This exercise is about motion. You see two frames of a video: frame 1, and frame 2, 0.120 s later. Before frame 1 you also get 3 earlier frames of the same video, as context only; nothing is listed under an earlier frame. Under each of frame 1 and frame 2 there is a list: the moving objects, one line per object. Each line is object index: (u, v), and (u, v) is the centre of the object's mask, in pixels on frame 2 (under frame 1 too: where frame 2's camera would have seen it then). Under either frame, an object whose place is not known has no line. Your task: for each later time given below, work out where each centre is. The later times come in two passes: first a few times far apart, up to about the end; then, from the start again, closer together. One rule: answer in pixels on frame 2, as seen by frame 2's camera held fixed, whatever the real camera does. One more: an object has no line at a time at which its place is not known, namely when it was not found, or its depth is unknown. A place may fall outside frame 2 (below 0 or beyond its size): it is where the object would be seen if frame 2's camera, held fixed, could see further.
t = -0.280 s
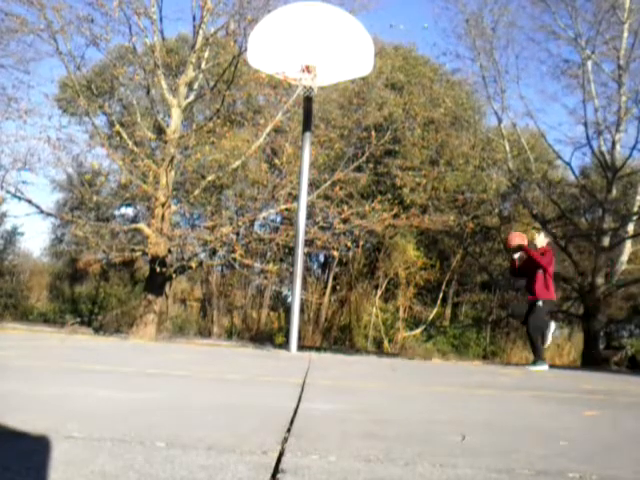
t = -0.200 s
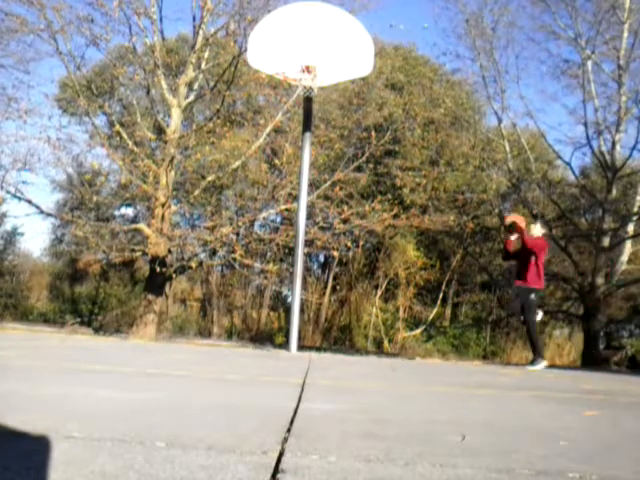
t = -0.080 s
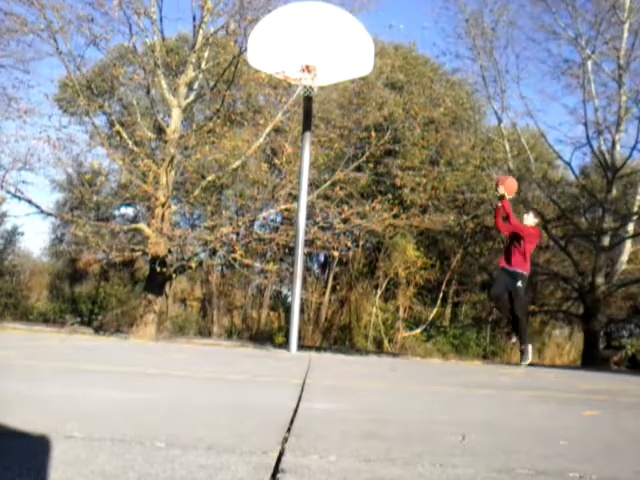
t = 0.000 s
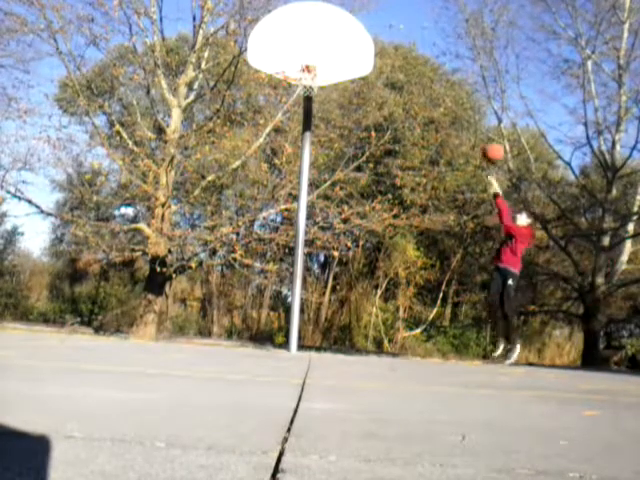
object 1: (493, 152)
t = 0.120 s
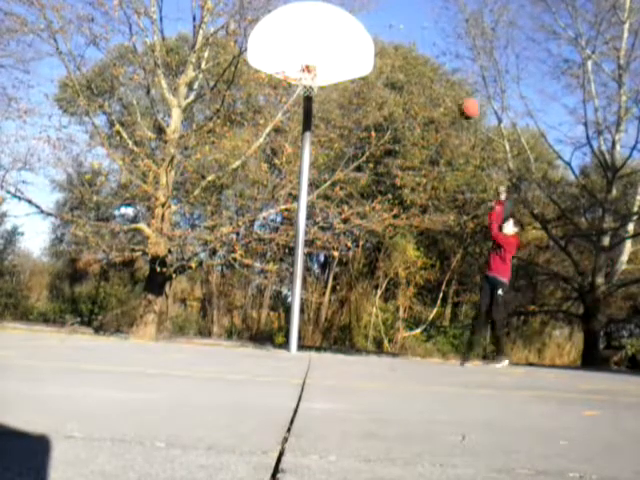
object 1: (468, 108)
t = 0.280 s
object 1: (437, 69)
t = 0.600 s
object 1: (371, 58)
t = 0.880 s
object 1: (306, 127)
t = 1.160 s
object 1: (231, 283)
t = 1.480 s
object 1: (208, 239)
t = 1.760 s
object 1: (203, 195)
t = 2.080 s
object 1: (187, 234)
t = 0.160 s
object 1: (461, 96)
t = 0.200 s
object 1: (453, 86)
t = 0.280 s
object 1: (437, 69)
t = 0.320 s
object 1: (429, 64)
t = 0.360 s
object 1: (421, 58)
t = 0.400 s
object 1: (413, 56)
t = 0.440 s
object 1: (405, 52)
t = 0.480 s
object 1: (397, 51)
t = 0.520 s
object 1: (388, 53)
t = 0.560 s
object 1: (379, 55)
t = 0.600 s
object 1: (371, 58)
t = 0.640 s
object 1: (362, 64)
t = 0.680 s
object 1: (352, 71)
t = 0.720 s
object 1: (343, 79)
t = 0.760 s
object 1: (335, 89)
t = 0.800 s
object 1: (325, 99)
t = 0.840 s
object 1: (316, 112)
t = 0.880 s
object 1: (306, 127)
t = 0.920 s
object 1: (295, 142)
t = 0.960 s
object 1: (287, 163)
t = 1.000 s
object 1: (275, 182)
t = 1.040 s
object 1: (265, 204)
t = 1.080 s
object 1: (253, 229)
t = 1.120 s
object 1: (243, 255)
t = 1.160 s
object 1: (231, 283)
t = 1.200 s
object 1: (219, 314)
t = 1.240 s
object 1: (208, 339)
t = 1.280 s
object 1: (209, 319)
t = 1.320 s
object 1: (209, 299)
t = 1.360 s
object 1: (209, 281)
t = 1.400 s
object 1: (209, 266)
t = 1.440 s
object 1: (209, 252)
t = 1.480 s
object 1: (208, 239)
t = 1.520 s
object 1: (207, 228)
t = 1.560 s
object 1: (205, 218)
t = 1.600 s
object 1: (206, 211)
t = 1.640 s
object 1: (205, 204)
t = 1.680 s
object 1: (203, 198)
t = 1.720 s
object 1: (203, 196)
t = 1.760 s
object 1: (203, 195)
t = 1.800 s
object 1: (202, 194)
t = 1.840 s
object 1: (200, 195)
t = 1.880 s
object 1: (199, 197)
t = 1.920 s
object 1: (198, 202)
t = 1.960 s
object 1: (196, 207)
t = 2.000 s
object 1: (194, 214)
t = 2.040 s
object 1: (193, 222)
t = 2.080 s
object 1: (187, 234)
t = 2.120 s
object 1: (187, 246)
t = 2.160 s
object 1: (184, 259)
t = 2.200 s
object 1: (183, 274)
